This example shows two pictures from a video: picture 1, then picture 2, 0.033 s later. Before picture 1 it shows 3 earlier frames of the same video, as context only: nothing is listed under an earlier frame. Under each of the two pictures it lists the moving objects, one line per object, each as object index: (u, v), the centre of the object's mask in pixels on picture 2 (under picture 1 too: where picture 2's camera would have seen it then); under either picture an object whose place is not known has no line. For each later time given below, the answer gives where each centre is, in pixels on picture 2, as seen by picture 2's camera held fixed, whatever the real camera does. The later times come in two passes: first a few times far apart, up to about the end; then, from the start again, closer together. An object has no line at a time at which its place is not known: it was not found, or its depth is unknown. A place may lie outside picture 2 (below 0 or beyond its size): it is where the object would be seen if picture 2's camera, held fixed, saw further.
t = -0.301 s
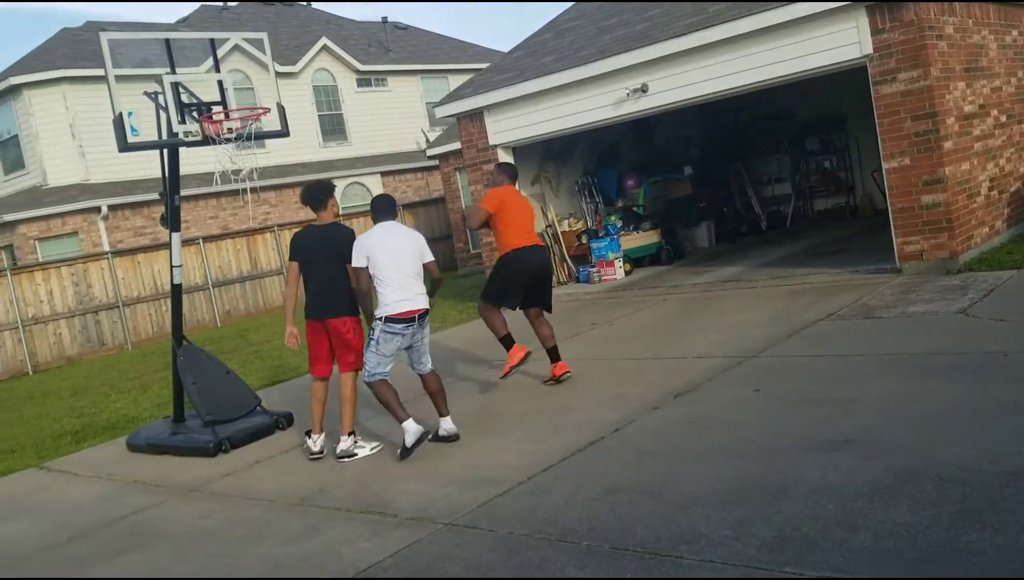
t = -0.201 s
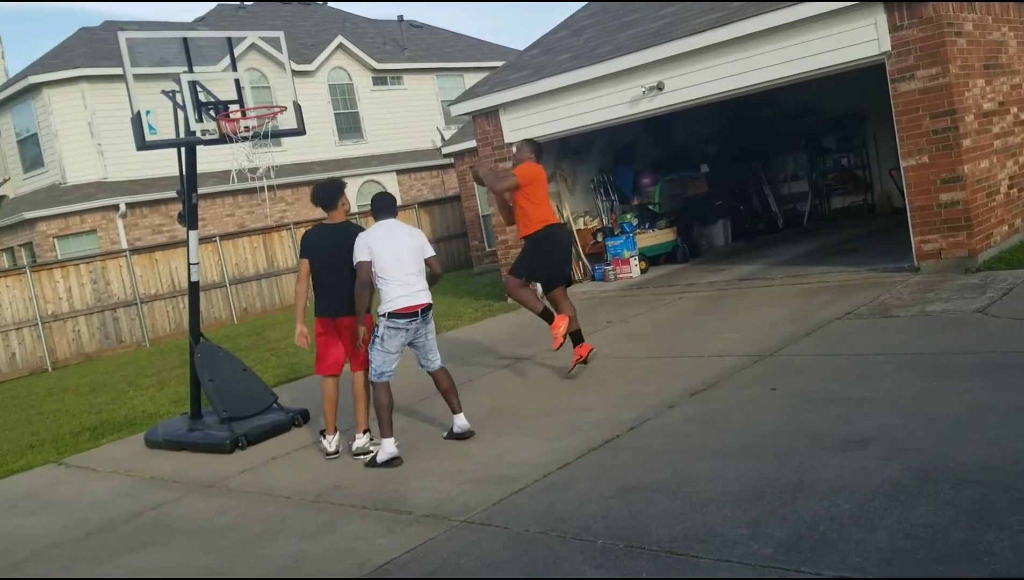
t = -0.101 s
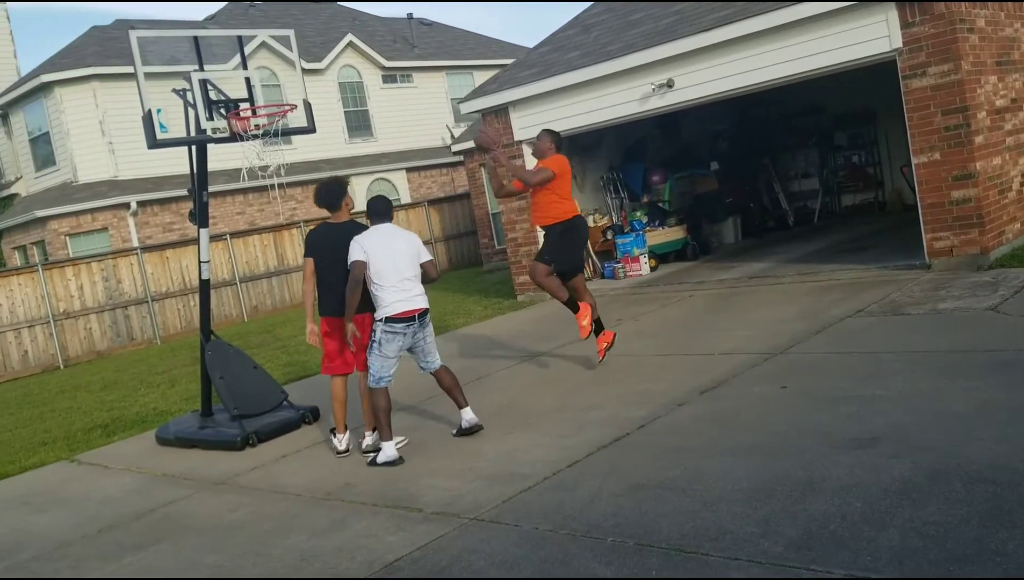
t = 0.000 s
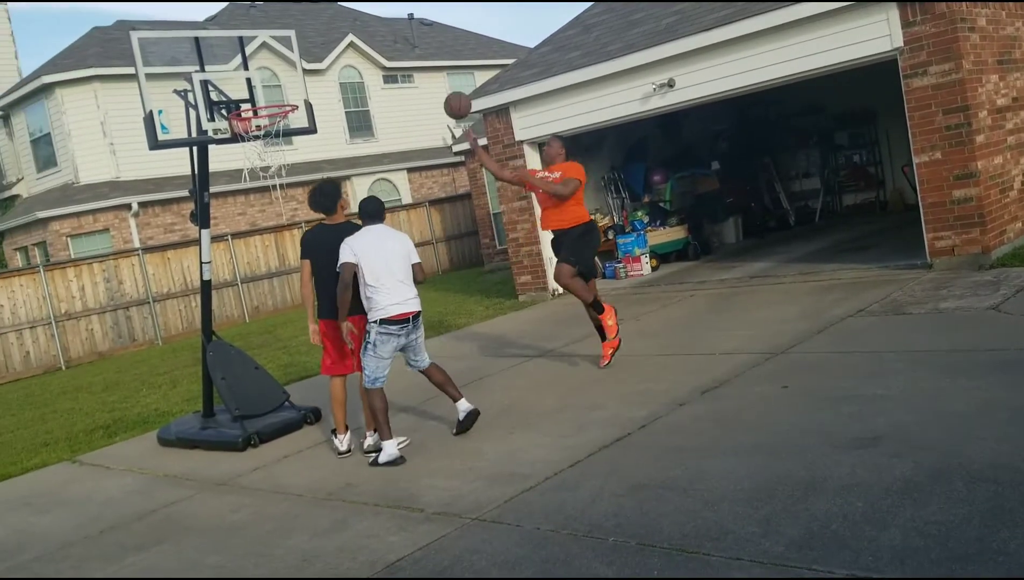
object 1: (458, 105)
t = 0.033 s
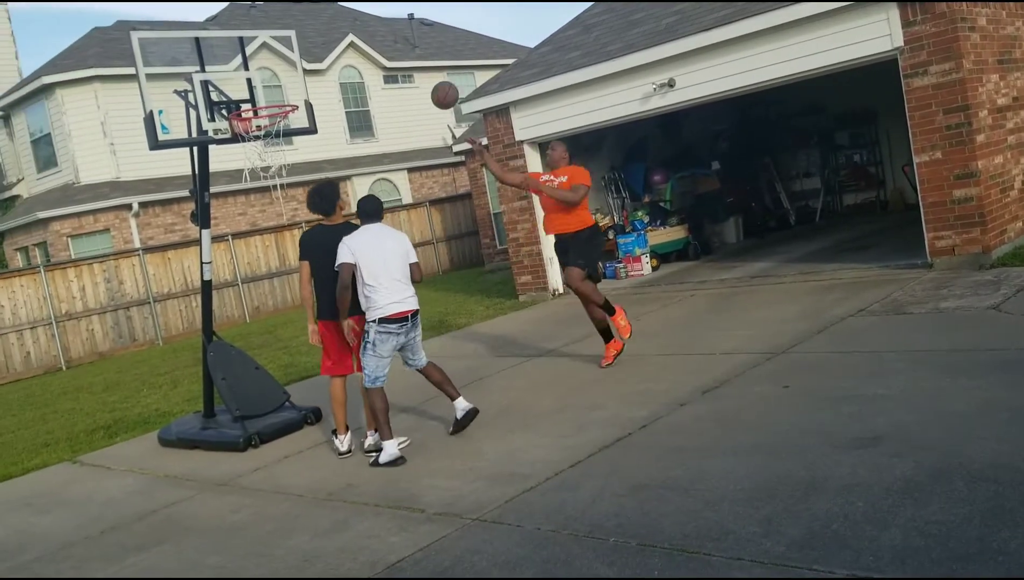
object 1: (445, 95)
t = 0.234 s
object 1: (368, 61)
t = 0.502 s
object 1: (274, 93)
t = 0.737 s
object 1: (245, 98)
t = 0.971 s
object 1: (267, 91)
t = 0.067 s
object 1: (431, 86)
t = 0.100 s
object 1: (418, 79)
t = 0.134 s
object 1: (406, 72)
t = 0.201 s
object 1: (380, 64)
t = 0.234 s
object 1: (368, 61)
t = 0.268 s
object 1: (355, 59)
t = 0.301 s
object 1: (343, 60)
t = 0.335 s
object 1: (332, 62)
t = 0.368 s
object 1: (320, 66)
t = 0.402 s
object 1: (308, 71)
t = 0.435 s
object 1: (296, 76)
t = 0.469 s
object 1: (285, 84)
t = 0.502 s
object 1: (274, 93)
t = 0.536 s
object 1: (264, 101)
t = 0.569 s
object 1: (257, 102)
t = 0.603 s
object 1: (249, 104)
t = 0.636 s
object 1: (243, 106)
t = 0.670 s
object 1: (243, 104)
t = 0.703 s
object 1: (244, 101)
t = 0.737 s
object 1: (245, 98)
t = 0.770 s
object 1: (248, 96)
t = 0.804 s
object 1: (252, 93)
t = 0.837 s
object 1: (255, 91)
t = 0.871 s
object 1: (259, 91)
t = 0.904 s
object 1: (262, 90)
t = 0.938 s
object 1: (265, 89)
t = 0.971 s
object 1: (267, 91)
